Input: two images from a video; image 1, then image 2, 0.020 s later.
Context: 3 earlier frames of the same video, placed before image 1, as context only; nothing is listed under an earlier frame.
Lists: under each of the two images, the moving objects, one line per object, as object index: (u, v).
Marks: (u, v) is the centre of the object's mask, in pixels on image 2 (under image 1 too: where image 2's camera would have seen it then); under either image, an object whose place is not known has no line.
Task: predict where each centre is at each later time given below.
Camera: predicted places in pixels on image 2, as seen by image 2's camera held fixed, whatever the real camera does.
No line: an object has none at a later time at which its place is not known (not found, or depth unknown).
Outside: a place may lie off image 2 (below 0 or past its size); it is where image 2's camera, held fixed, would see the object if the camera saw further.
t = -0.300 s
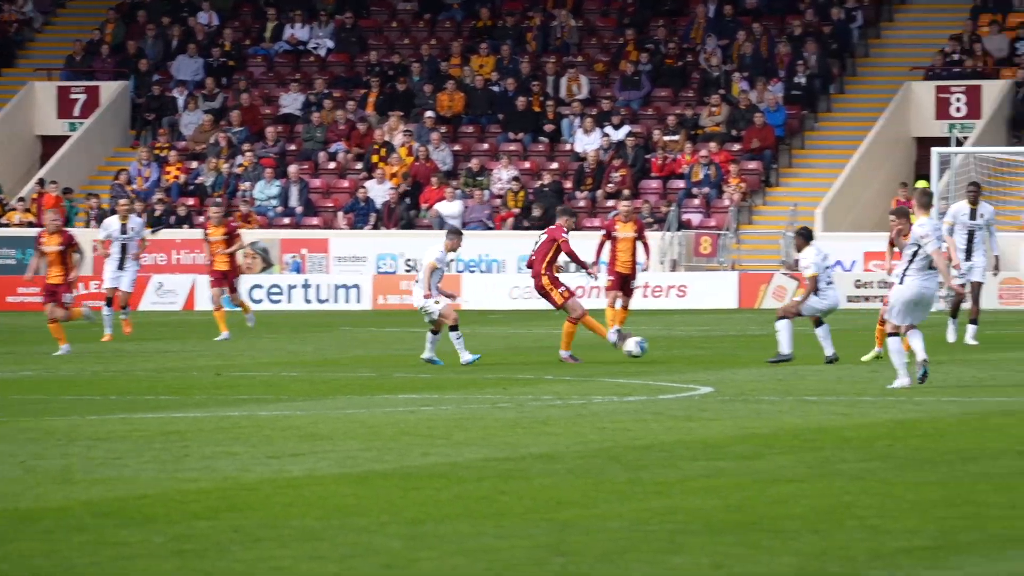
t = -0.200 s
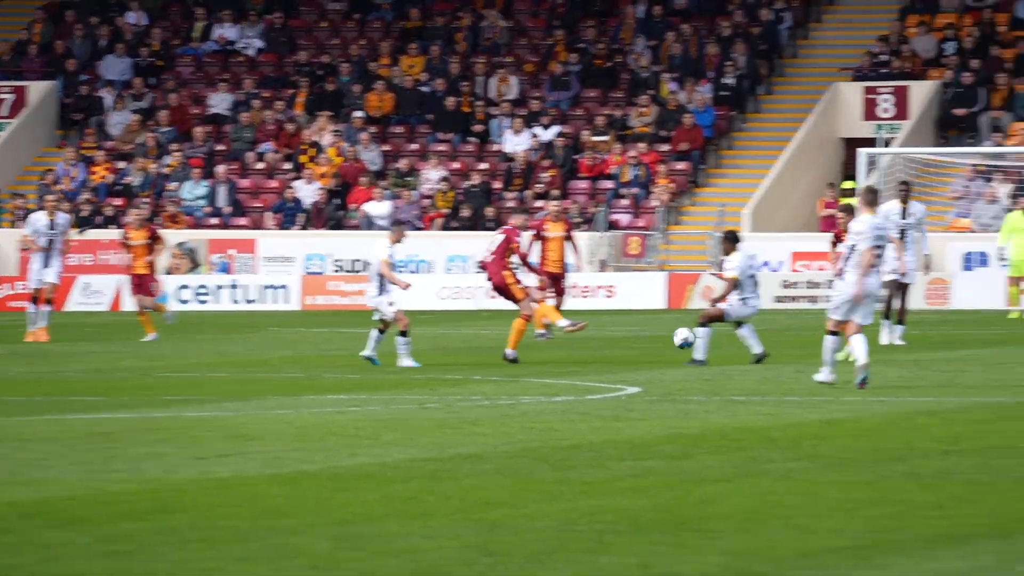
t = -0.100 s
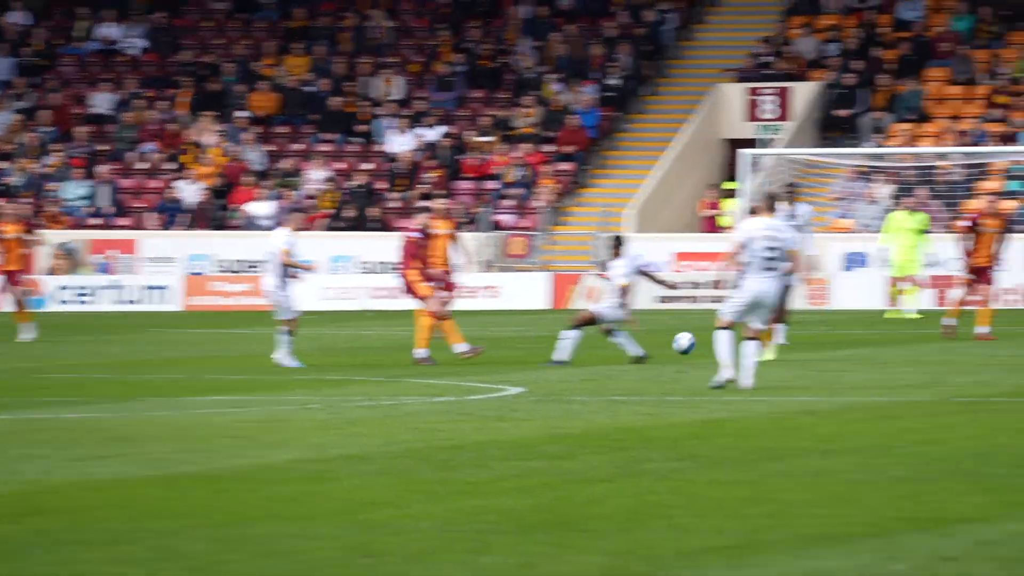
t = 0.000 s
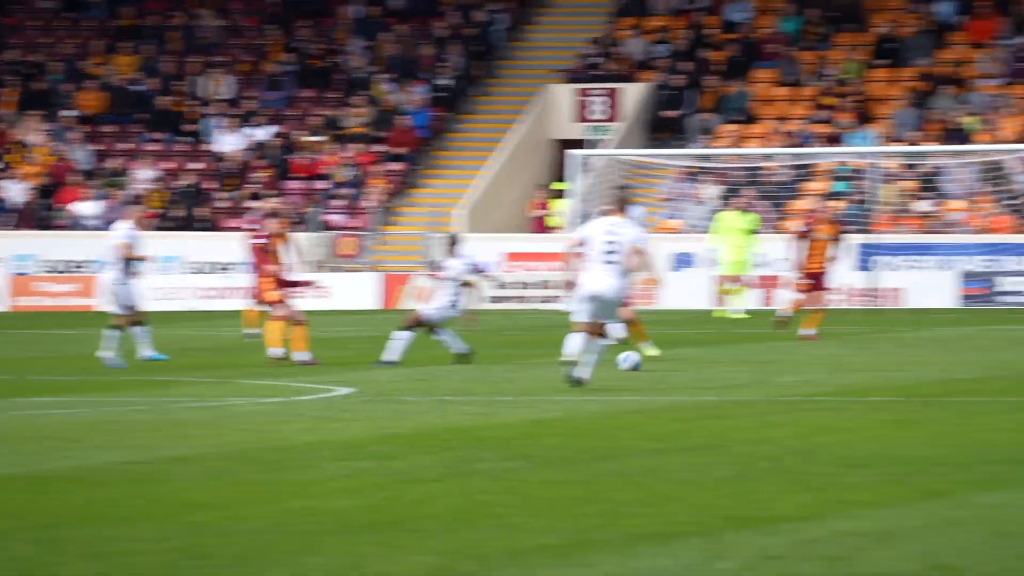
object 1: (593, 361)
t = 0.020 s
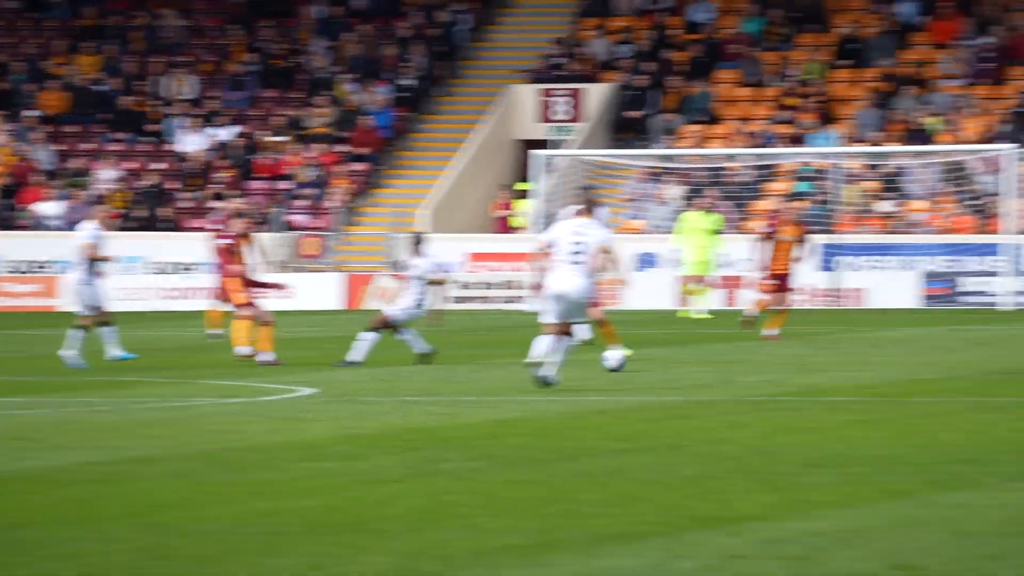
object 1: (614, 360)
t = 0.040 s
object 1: (634, 358)
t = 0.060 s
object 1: (654, 355)
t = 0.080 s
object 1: (674, 353)
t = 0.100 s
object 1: (693, 352)
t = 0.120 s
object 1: (712, 352)
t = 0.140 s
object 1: (732, 352)
